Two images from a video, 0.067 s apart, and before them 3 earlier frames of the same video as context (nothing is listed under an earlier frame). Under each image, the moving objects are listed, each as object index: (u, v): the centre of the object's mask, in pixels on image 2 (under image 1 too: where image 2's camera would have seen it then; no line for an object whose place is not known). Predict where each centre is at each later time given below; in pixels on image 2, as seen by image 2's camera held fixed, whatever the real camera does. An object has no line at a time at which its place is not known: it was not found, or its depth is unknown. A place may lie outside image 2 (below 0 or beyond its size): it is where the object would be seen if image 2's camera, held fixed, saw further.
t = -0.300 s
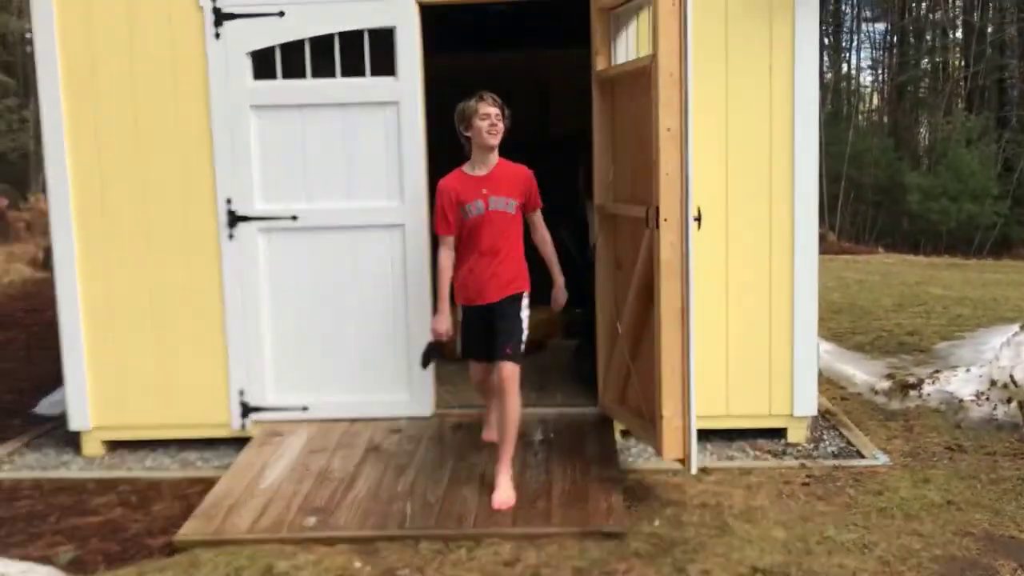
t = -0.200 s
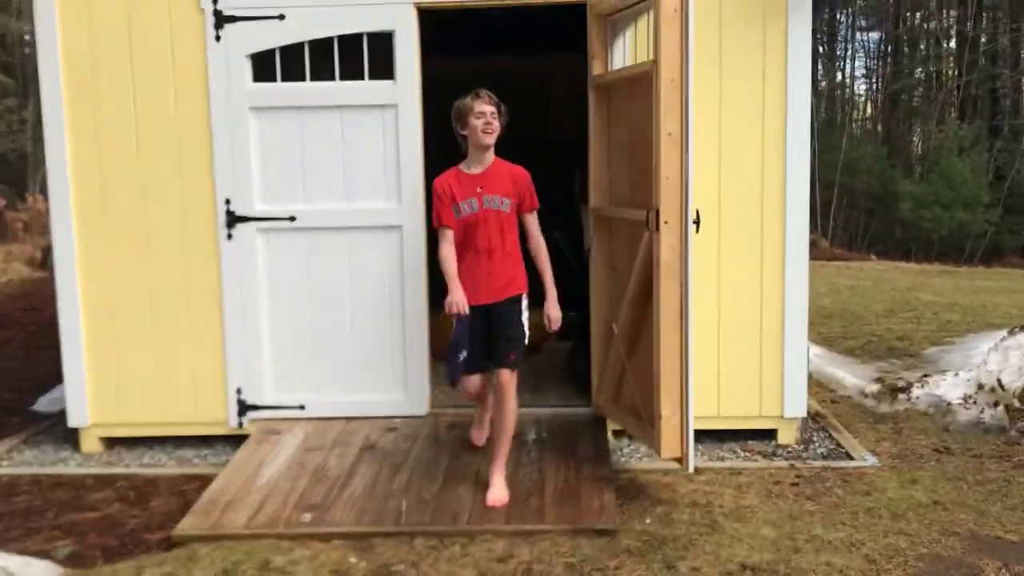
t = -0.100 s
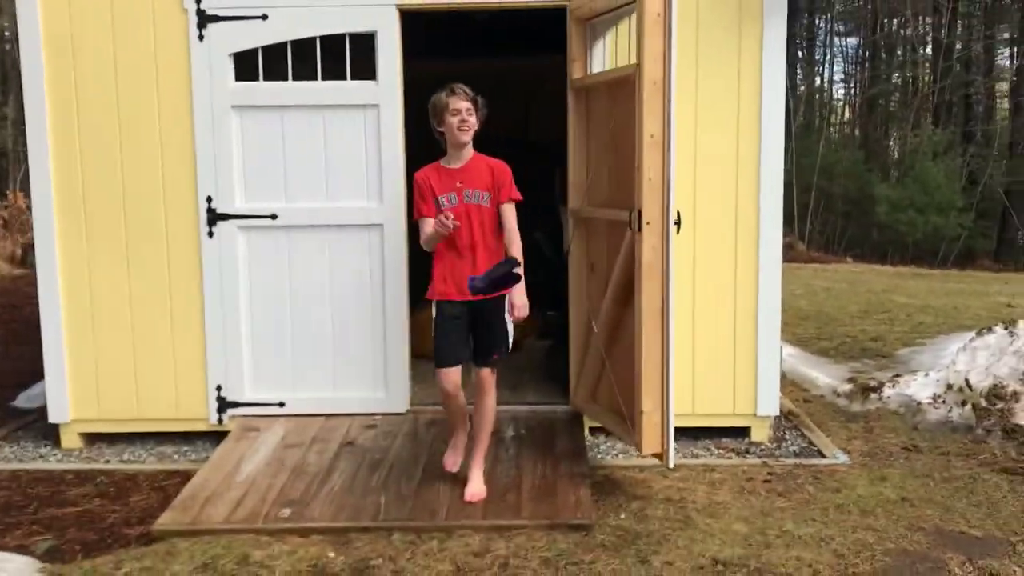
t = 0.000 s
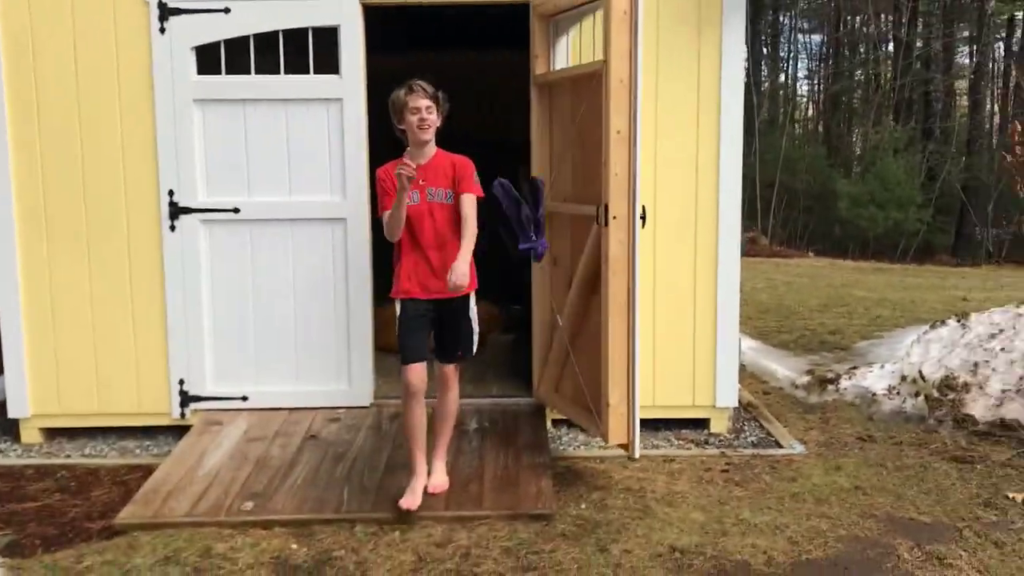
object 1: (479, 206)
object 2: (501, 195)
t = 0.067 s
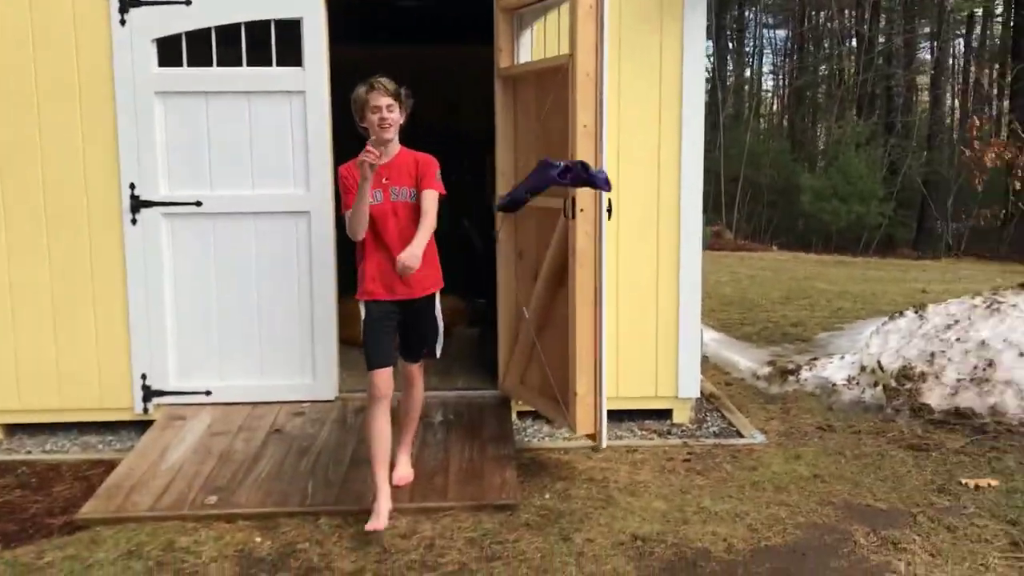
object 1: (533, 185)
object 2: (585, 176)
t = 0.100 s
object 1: (564, 183)
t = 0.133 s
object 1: (599, 181)
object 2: (679, 146)
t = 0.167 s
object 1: (638, 180)
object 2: (739, 132)
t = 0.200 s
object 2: (807, 126)
